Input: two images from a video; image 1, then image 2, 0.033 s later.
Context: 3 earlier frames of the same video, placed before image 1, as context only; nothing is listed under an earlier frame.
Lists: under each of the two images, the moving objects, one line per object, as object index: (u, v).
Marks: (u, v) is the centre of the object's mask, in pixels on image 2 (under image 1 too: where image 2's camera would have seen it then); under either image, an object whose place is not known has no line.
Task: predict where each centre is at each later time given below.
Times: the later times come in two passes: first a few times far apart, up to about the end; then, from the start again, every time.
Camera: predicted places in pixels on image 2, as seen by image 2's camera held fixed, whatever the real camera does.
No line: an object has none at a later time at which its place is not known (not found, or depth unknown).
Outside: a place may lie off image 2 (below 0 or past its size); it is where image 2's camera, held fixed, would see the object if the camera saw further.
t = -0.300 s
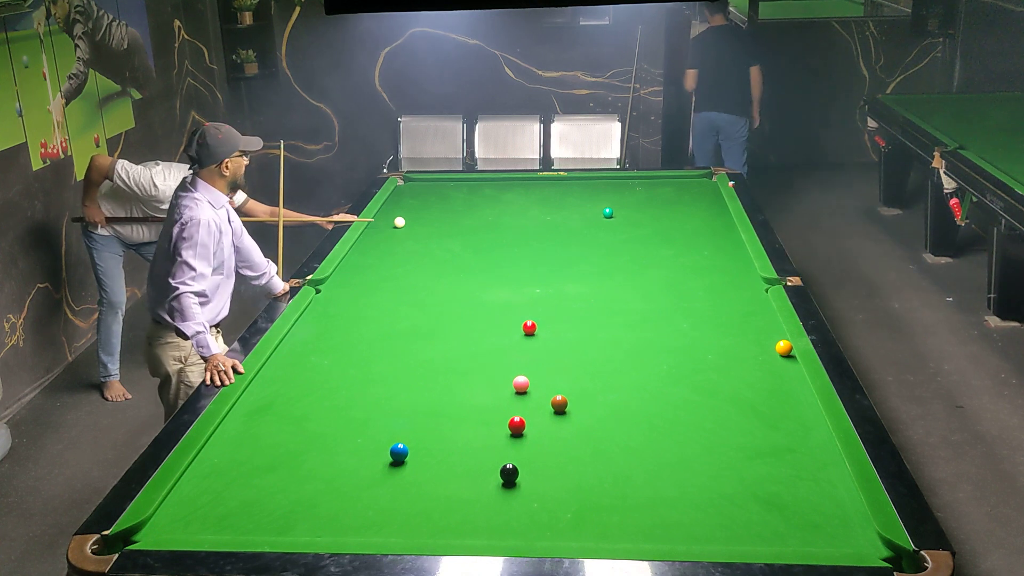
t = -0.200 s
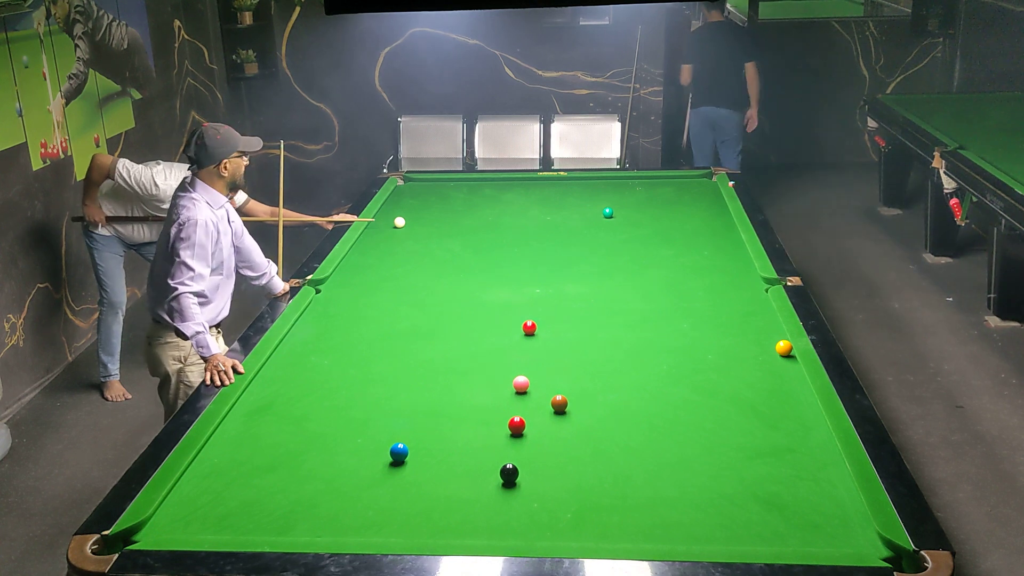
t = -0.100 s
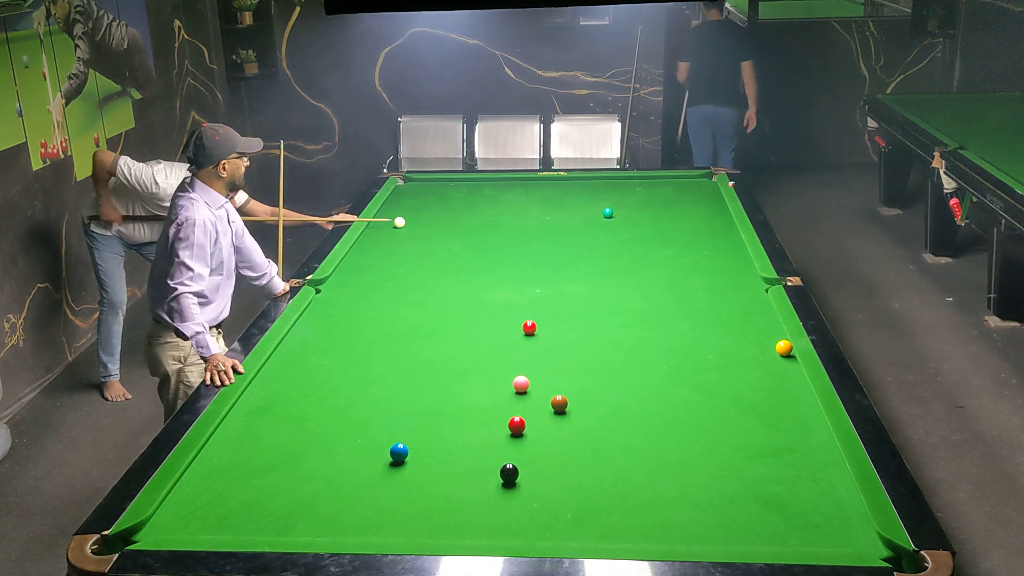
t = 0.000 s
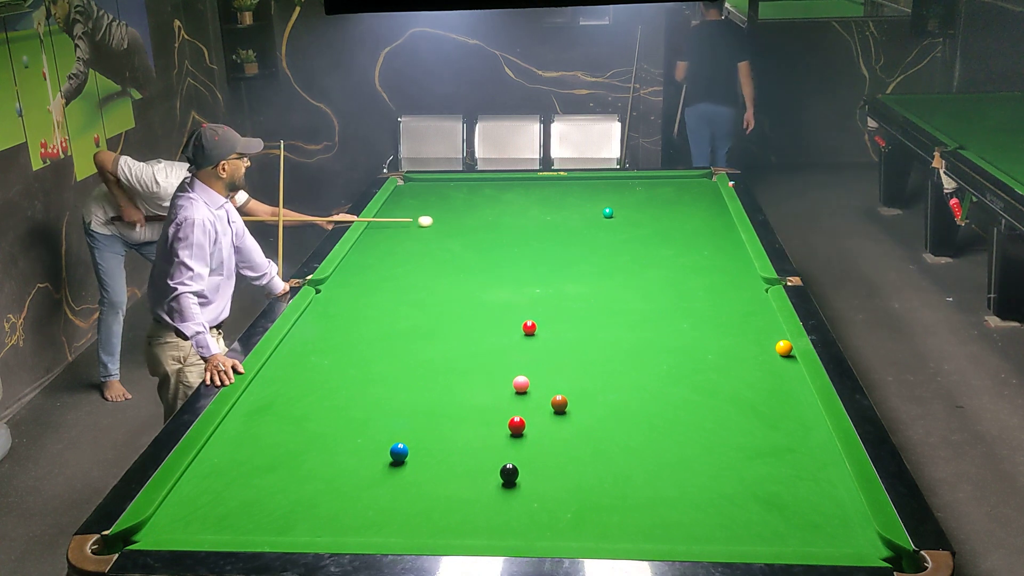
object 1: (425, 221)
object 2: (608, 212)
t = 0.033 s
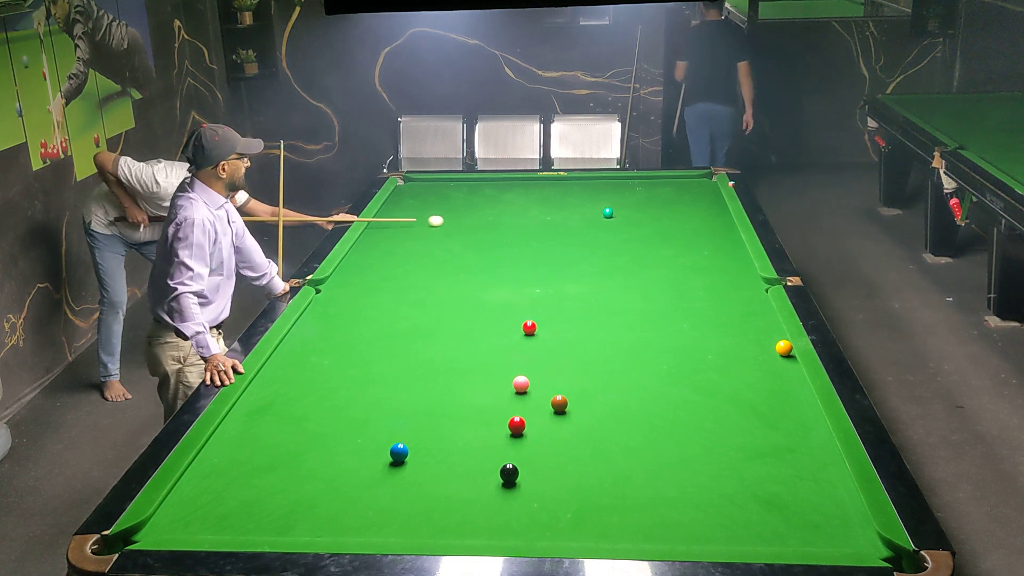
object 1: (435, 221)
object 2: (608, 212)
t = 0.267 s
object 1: (506, 219)
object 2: (608, 212)
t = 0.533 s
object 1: (586, 216)
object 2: (608, 212)
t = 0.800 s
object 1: (647, 220)
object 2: (624, 206)
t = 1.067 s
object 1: (706, 225)
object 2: (641, 200)
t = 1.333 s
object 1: (708, 230)
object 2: (657, 194)
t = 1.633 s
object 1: (666, 235)
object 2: (672, 188)
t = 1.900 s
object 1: (631, 240)
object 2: (684, 183)
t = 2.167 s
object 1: (596, 244)
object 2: (695, 178)
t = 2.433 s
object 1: (562, 248)
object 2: (707, 175)
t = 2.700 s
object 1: (529, 252)
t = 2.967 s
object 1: (498, 255)
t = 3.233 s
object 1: (467, 259)
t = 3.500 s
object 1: (439, 262)
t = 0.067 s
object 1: (445, 221)
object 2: (608, 212)
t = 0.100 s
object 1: (456, 220)
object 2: (608, 212)
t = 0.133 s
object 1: (466, 220)
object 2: (608, 212)
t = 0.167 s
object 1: (476, 220)
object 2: (608, 212)
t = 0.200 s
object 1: (486, 219)
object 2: (608, 212)
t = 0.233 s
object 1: (496, 219)
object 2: (608, 212)
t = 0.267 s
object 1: (506, 219)
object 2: (608, 212)
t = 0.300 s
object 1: (516, 218)
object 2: (608, 212)
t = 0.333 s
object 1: (526, 218)
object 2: (608, 212)
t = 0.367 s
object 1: (536, 218)
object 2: (608, 212)
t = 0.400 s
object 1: (546, 217)
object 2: (608, 212)
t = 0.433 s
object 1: (556, 217)
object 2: (608, 212)
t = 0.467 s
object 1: (566, 216)
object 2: (608, 212)
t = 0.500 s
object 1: (576, 216)
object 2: (608, 212)
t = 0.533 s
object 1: (586, 216)
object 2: (608, 212)
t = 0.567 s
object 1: (595, 215)
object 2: (608, 212)
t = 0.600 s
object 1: (604, 215)
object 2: (610, 210)
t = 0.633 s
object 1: (611, 216)
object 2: (612, 208)
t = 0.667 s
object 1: (618, 217)
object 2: (614, 208)
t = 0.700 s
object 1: (625, 218)
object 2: (617, 209)
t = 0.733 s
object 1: (632, 219)
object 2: (619, 208)
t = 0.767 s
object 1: (639, 219)
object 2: (622, 207)
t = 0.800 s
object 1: (647, 220)
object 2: (624, 206)
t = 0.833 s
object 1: (654, 221)
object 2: (626, 205)
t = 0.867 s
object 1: (661, 221)
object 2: (628, 205)
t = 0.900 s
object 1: (669, 222)
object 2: (631, 204)
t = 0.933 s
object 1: (676, 223)
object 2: (633, 203)
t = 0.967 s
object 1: (684, 223)
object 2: (635, 202)
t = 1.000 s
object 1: (691, 224)
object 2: (637, 201)
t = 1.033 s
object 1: (698, 225)
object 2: (639, 201)
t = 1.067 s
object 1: (706, 225)
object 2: (641, 200)
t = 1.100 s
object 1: (714, 226)
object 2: (643, 199)
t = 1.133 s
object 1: (721, 227)
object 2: (645, 198)
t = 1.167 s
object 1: (729, 228)
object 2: (647, 197)
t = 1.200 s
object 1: (729, 228)
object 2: (649, 197)
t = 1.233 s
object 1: (723, 229)
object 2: (651, 196)
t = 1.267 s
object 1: (718, 229)
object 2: (653, 195)
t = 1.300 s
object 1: (713, 230)
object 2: (655, 194)
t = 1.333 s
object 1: (708, 230)
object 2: (657, 194)
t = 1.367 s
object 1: (703, 231)
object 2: (658, 193)
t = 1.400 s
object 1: (699, 232)
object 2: (660, 193)
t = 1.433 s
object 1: (694, 232)
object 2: (662, 192)
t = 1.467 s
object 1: (689, 233)
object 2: (664, 191)
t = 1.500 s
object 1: (685, 233)
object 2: (665, 190)
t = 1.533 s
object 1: (680, 234)
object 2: (667, 189)
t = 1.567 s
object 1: (675, 234)
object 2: (669, 189)
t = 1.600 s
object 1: (671, 235)
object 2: (670, 188)
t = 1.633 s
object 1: (666, 235)
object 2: (672, 188)
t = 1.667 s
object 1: (662, 236)
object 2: (673, 187)
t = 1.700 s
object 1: (657, 236)
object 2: (675, 186)
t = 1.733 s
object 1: (653, 237)
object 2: (677, 185)
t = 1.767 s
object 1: (648, 238)
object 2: (678, 185)
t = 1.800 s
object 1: (644, 238)
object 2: (679, 185)
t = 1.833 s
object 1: (639, 239)
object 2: (681, 184)
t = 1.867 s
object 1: (635, 239)
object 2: (683, 183)
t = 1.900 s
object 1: (631, 240)
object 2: (684, 183)
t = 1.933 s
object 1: (626, 240)
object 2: (685, 182)
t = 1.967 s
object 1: (622, 241)
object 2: (687, 182)
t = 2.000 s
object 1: (617, 241)
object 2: (688, 181)
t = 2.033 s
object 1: (613, 242)
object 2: (690, 180)
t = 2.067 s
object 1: (609, 242)
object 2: (691, 180)
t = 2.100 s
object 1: (604, 243)
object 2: (693, 179)
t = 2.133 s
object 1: (600, 243)
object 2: (694, 179)
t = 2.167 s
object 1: (596, 244)
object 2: (695, 178)
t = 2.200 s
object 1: (591, 244)
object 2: (697, 178)
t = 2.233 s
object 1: (587, 245)
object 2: (698, 177)
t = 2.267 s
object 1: (583, 245)
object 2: (699, 177)
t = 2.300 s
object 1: (579, 246)
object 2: (702, 176)
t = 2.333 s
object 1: (574, 246)
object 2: (703, 176)
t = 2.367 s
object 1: (570, 247)
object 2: (704, 175)
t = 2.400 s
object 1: (566, 247)
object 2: (706, 175)
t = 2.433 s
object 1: (562, 248)
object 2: (707, 175)
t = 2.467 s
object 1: (558, 248)
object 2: (709, 175)
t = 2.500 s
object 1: (553, 249)
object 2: (710, 175)
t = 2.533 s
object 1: (550, 249)
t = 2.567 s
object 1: (545, 250)
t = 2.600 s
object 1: (541, 250)
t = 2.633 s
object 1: (537, 251)
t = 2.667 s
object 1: (533, 251)
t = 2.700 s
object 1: (529, 252)
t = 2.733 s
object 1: (525, 252)
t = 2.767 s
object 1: (521, 253)
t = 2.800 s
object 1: (517, 253)
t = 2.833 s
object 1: (513, 254)
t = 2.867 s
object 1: (509, 254)
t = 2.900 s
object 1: (506, 254)
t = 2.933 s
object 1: (502, 255)
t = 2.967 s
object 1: (498, 255)
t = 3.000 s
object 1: (494, 256)
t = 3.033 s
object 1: (490, 256)
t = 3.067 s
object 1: (486, 257)
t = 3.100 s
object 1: (482, 257)
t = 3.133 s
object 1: (479, 257)
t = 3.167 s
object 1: (475, 258)
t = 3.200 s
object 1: (471, 258)
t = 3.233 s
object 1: (467, 259)
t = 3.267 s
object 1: (464, 259)
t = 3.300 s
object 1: (460, 260)
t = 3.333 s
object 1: (456, 260)
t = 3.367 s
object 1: (453, 261)
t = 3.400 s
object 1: (449, 261)
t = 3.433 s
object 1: (446, 262)
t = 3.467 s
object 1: (442, 262)
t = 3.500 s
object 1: (439, 262)
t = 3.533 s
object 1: (435, 263)
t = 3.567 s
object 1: (432, 263)
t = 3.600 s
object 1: (428, 264)
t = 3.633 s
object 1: (425, 264)
